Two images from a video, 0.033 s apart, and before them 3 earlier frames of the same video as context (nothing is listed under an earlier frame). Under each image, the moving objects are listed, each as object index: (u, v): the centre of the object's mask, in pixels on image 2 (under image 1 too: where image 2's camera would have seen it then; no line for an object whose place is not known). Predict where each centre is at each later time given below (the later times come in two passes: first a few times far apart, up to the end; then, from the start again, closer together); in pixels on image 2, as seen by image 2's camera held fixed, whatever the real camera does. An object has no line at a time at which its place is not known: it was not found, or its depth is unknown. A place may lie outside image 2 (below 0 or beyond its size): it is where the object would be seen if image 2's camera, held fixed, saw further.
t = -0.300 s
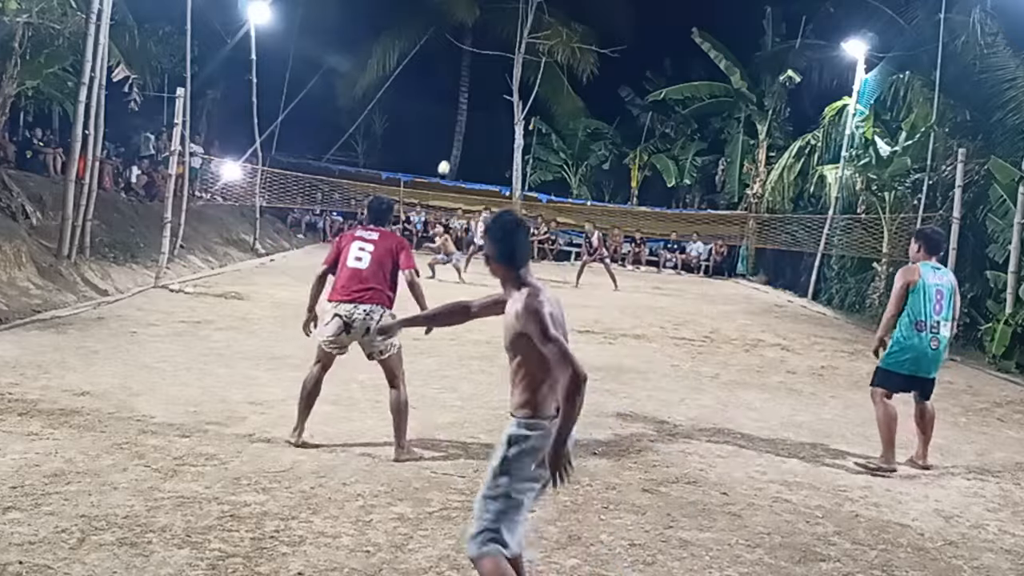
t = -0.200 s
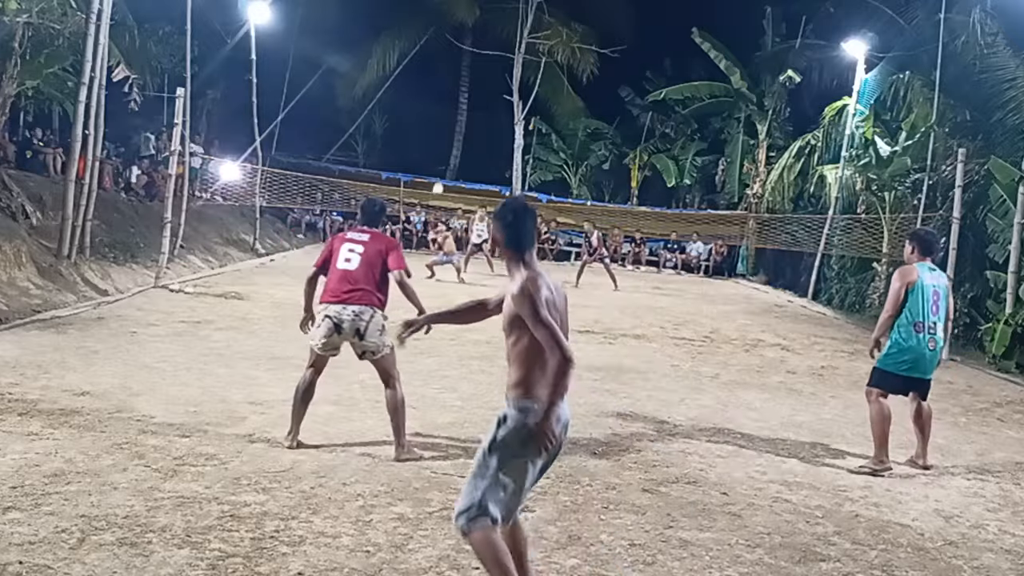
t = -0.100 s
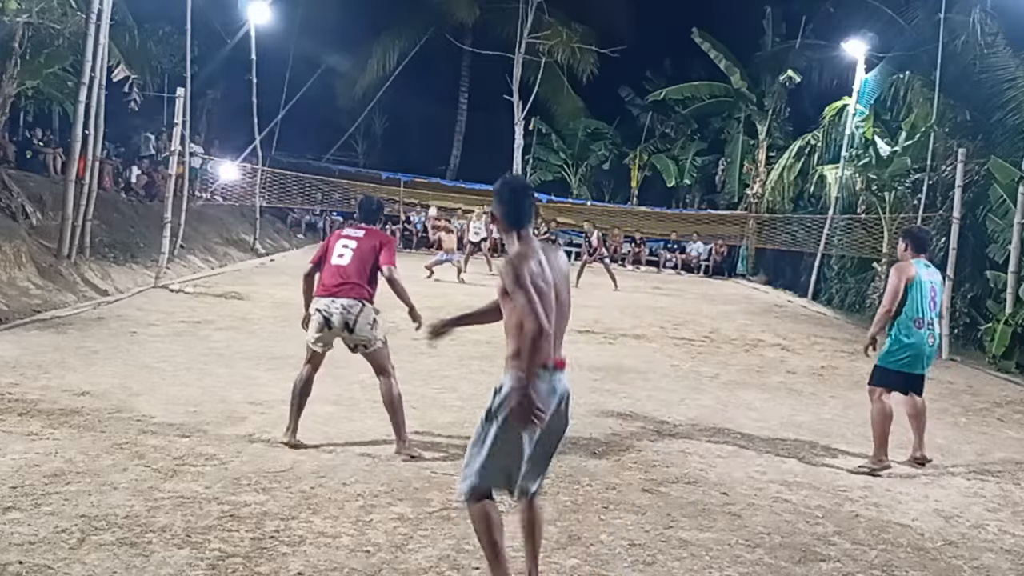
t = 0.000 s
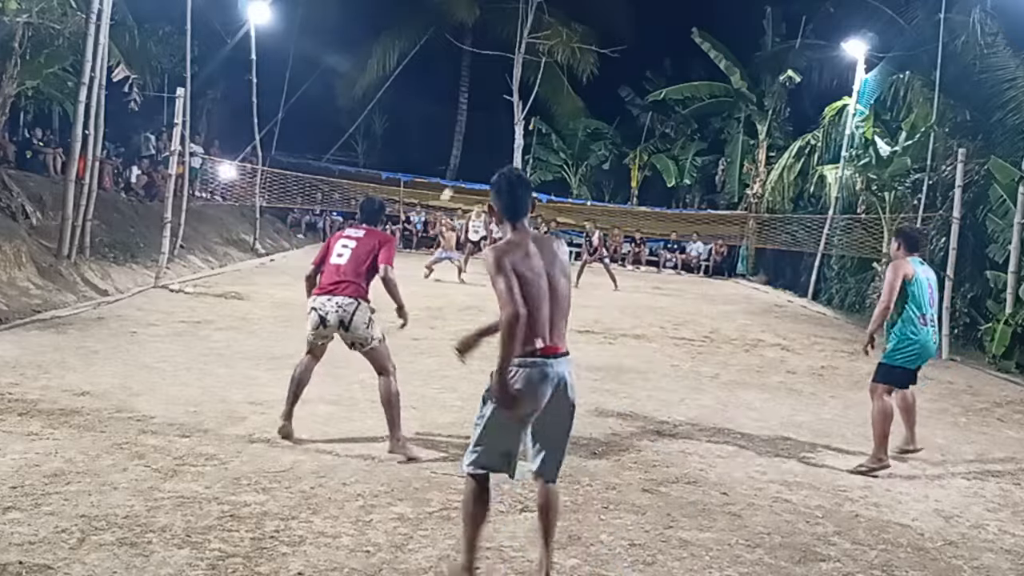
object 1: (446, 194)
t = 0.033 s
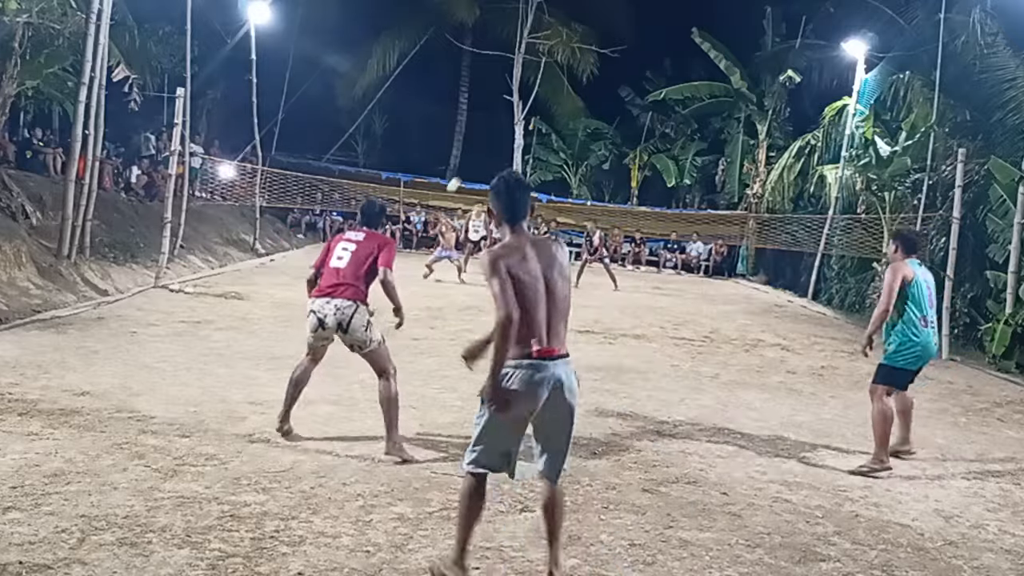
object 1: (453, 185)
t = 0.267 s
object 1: (508, 119)
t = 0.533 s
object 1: (598, 54)
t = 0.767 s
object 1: (719, 36)
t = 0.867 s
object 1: (788, 50)
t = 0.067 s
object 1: (461, 174)
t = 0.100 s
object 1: (468, 165)
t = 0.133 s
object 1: (476, 156)
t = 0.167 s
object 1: (484, 146)
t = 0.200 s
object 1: (492, 137)
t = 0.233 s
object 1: (500, 127)
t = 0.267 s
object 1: (508, 119)
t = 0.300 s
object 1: (518, 109)
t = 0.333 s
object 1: (527, 100)
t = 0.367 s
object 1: (538, 91)
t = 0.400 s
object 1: (548, 83)
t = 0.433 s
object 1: (560, 75)
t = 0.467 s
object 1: (572, 68)
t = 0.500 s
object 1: (585, 61)
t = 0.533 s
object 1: (598, 54)
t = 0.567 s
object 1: (612, 49)
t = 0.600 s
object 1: (628, 44)
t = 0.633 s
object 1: (643, 40)
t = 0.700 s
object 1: (677, 36)
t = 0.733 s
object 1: (697, 35)
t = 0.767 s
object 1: (719, 36)
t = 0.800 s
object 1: (740, 39)
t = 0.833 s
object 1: (763, 44)
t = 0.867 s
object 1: (788, 50)
